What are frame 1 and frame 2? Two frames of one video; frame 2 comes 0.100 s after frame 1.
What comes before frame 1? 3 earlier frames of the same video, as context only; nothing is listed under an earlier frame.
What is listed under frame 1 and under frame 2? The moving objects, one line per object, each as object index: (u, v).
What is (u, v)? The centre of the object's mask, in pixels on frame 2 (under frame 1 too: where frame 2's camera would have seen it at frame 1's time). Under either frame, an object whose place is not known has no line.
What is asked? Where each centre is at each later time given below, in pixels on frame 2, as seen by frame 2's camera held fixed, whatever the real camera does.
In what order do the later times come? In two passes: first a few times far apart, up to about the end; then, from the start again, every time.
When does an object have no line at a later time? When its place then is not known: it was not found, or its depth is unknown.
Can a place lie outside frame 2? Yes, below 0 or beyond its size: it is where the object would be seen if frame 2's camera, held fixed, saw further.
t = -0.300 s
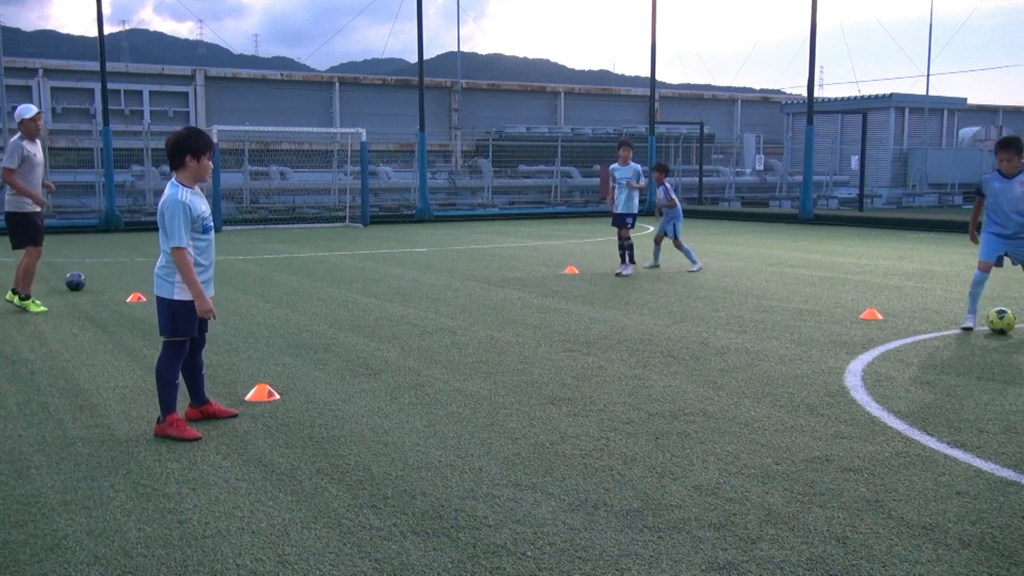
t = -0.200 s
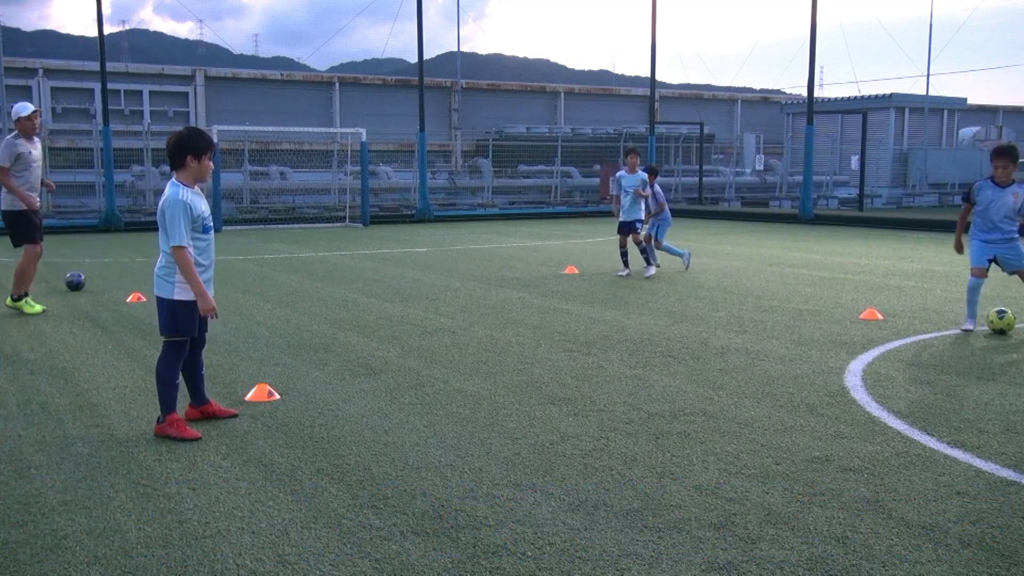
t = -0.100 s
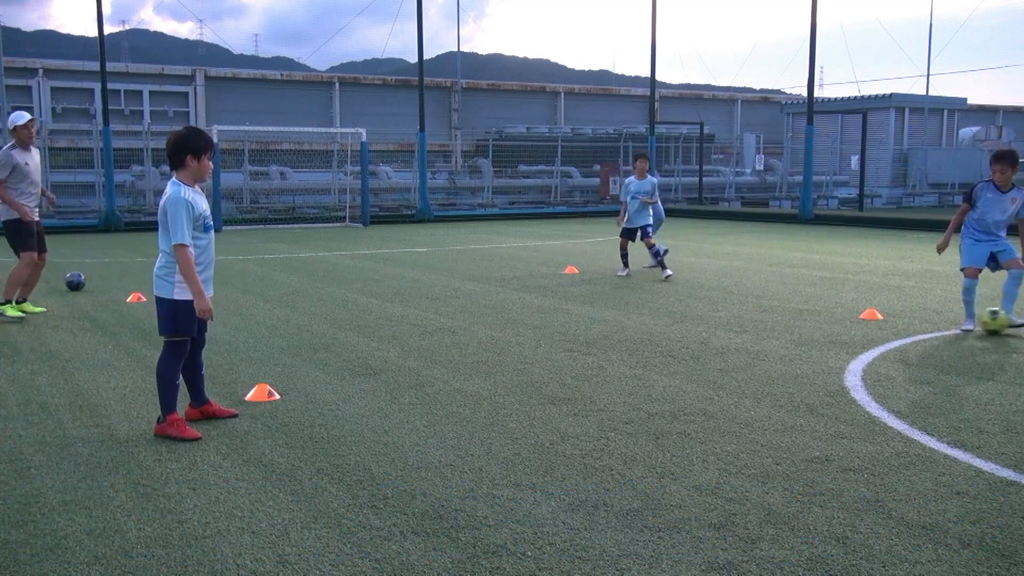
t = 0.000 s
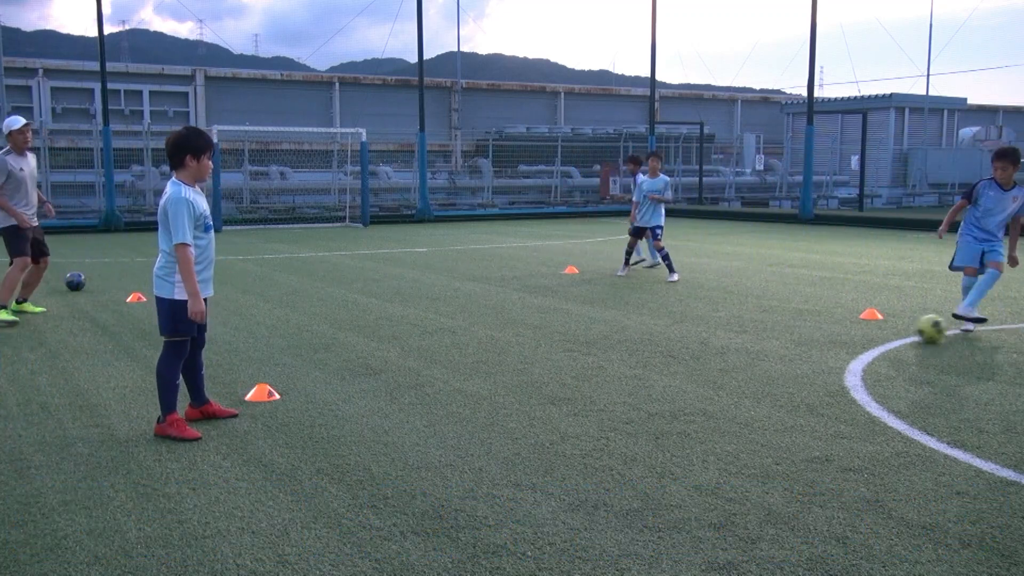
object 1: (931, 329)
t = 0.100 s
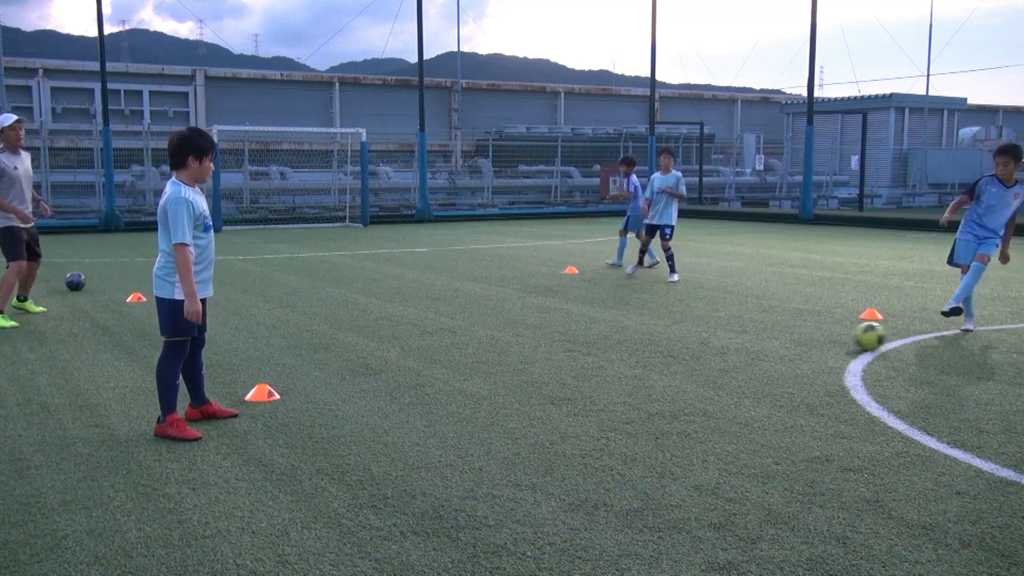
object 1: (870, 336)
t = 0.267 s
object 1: (774, 347)
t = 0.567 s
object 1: (605, 368)
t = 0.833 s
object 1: (432, 388)
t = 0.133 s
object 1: (850, 339)
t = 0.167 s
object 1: (830, 341)
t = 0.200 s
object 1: (812, 342)
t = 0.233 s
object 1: (792, 345)
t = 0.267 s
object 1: (774, 347)
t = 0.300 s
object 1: (756, 350)
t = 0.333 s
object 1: (738, 352)
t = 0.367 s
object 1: (720, 353)
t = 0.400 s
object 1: (702, 356)
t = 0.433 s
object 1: (683, 358)
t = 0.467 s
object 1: (664, 360)
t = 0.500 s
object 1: (645, 363)
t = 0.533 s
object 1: (626, 366)
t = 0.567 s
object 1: (605, 368)
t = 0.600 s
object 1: (586, 371)
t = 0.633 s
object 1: (565, 373)
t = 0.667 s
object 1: (544, 375)
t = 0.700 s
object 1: (522, 378)
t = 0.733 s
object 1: (501, 381)
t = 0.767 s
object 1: (478, 384)
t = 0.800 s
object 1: (456, 385)
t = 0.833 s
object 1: (432, 388)
